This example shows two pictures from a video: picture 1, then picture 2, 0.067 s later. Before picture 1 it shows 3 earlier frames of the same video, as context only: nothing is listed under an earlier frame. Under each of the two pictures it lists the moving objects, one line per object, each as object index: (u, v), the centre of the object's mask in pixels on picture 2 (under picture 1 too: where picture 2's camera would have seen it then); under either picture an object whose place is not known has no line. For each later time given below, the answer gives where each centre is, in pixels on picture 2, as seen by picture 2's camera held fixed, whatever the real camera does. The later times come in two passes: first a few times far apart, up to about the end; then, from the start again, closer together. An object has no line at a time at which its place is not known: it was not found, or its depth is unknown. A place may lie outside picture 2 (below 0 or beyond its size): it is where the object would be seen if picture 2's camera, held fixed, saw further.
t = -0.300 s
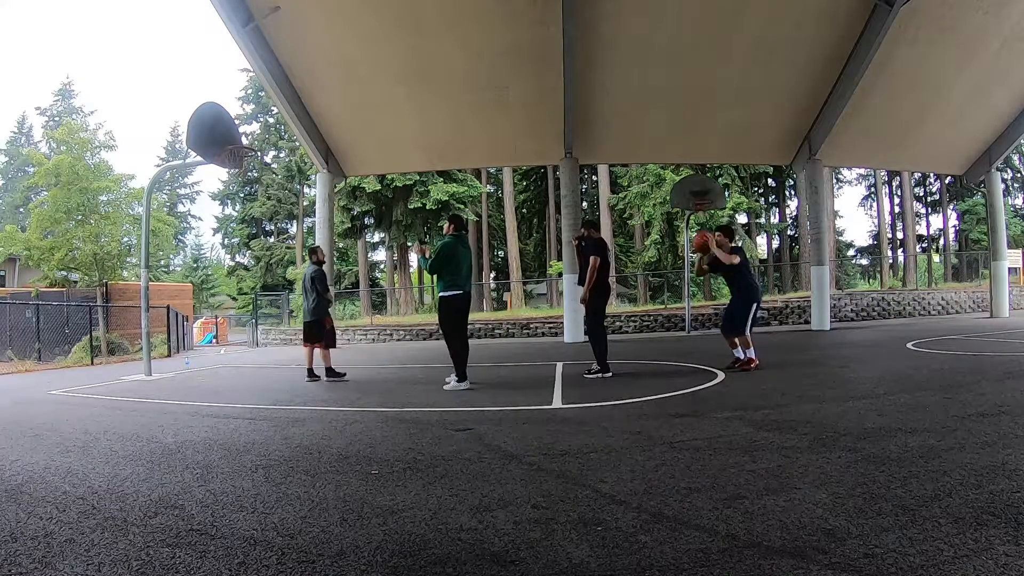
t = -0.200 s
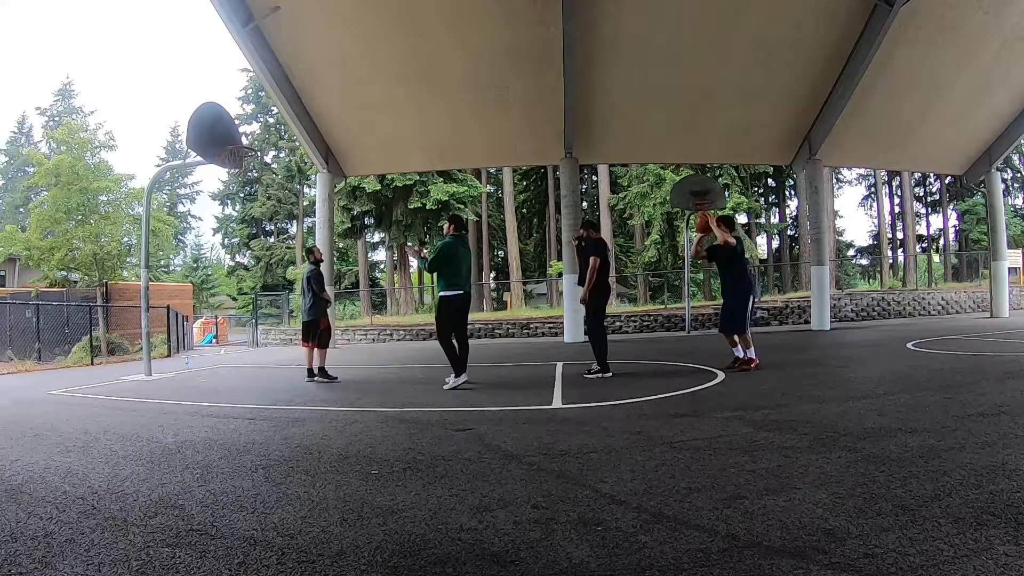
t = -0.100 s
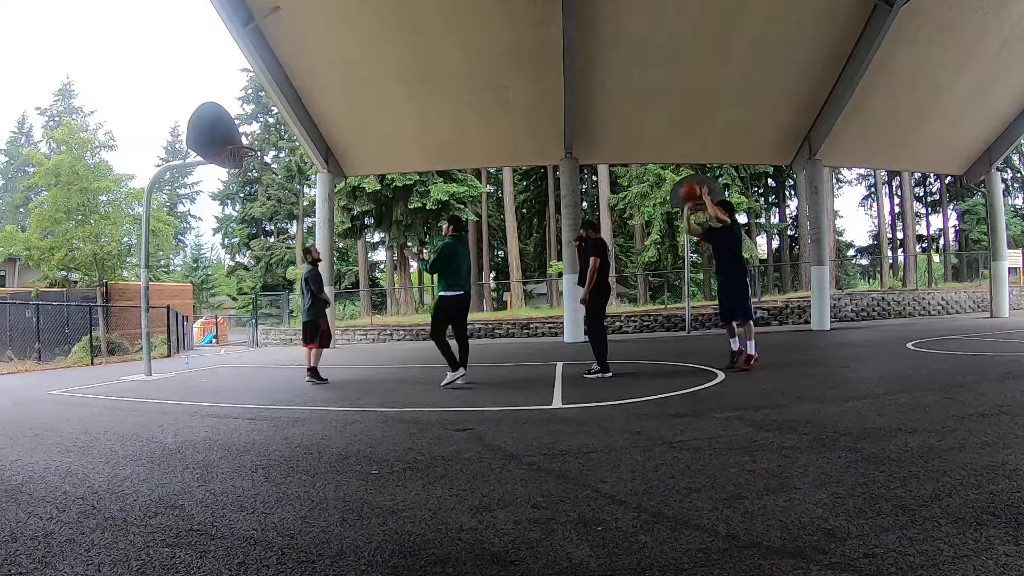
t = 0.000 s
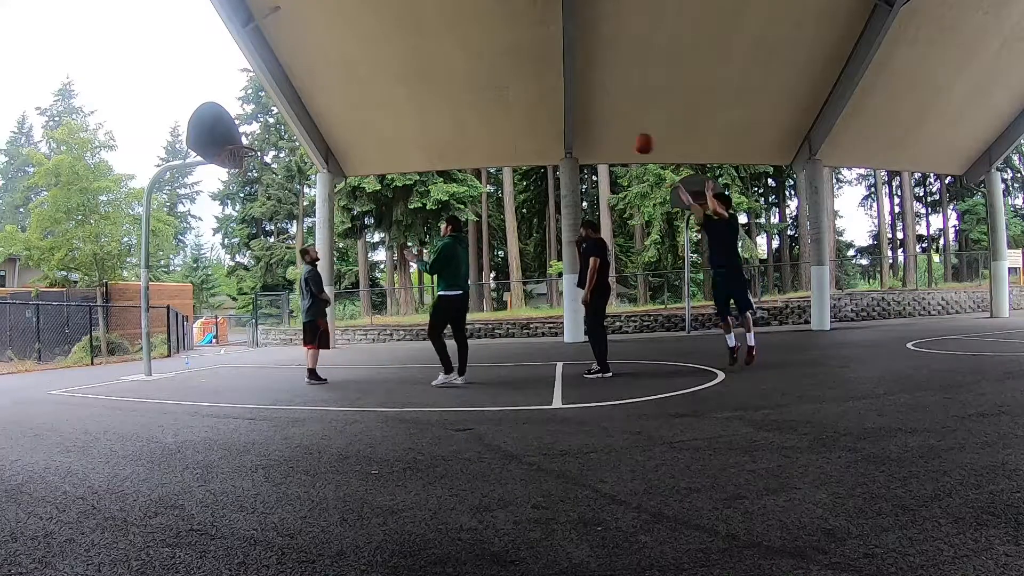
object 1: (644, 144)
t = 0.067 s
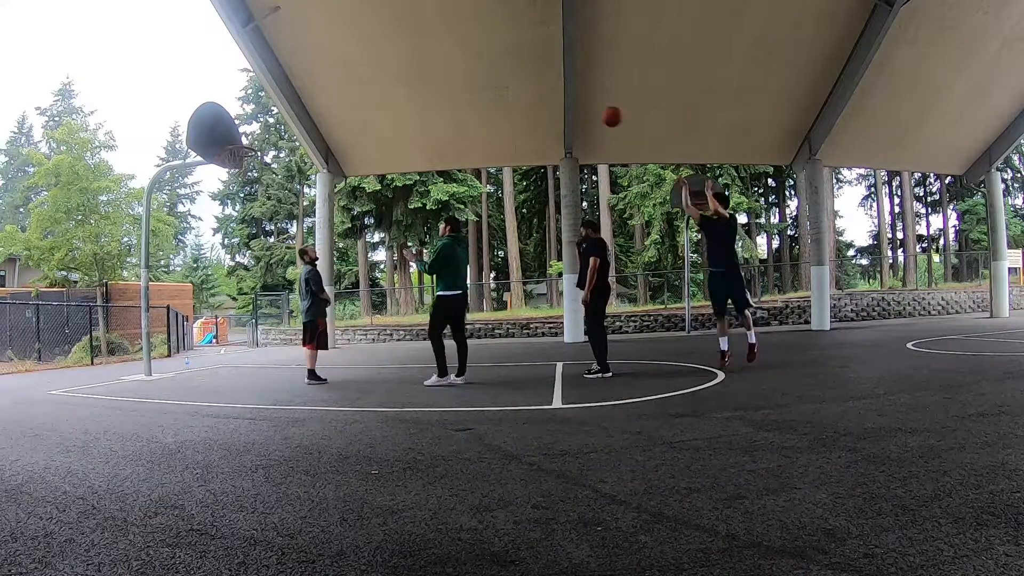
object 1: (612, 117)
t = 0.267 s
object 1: (521, 63)
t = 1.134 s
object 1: (232, 166)
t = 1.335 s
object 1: (238, 171)
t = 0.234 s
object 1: (536, 69)
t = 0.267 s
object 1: (521, 63)
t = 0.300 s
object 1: (506, 58)
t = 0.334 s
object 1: (491, 54)
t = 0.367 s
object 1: (477, 51)
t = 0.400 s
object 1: (463, 49)
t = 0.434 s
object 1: (450, 47)
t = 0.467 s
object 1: (436, 47)
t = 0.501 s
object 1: (423, 47)
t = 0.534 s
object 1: (410, 48)
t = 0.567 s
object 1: (397, 51)
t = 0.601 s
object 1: (384, 54)
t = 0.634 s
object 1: (372, 57)
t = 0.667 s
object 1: (360, 62)
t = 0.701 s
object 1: (348, 67)
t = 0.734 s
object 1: (335, 73)
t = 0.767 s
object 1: (323, 80)
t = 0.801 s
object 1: (311, 87)
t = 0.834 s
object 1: (299, 95)
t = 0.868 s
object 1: (288, 105)
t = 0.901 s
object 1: (276, 114)
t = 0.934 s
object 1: (265, 124)
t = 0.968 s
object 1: (255, 136)
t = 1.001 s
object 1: (246, 146)
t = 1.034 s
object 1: (241, 154)
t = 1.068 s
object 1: (232, 162)
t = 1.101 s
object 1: (231, 166)
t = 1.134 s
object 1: (232, 166)
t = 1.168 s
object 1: (232, 166)
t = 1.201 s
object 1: (232, 164)
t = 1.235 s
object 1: (232, 168)
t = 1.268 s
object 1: (233, 167)
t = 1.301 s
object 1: (237, 170)
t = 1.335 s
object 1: (238, 171)
